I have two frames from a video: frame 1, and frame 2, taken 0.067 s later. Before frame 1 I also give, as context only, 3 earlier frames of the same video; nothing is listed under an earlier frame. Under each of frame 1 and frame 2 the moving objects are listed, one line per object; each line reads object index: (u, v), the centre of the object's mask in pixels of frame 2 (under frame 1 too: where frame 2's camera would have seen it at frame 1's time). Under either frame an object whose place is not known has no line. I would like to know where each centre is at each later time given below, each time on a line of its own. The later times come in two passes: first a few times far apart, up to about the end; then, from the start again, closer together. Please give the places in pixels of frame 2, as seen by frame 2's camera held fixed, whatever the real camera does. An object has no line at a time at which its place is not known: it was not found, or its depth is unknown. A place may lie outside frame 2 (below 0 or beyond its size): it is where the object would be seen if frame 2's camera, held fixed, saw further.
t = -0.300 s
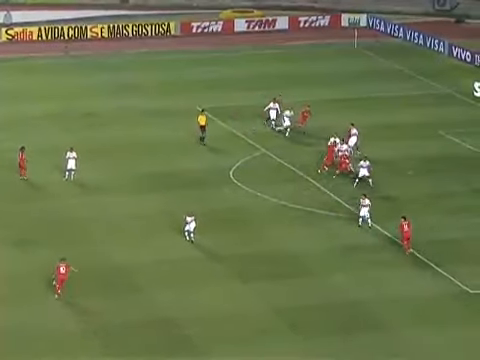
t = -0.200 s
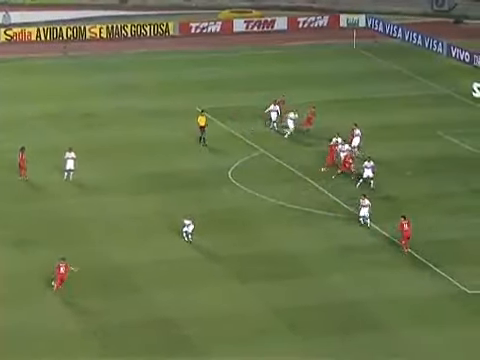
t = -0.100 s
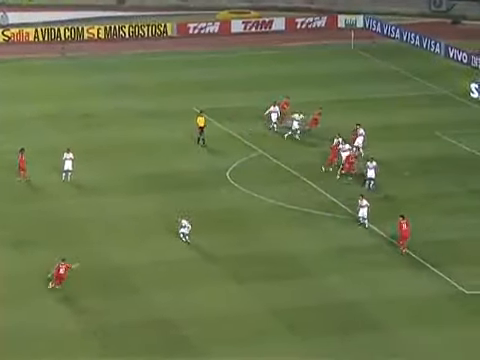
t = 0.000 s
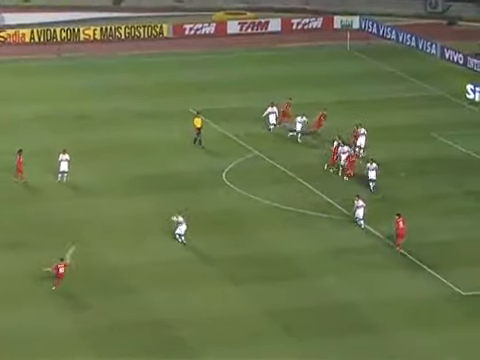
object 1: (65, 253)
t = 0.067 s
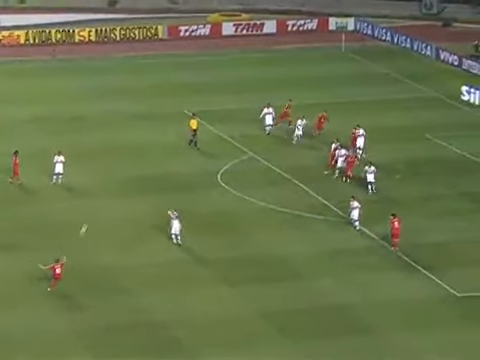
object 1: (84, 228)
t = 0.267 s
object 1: (138, 168)
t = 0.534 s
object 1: (205, 111)
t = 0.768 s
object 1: (261, 81)
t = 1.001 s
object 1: (316, 64)
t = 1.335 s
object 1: (391, 64)
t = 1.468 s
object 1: (418, 71)
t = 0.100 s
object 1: (93, 216)
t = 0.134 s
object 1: (102, 206)
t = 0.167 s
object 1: (111, 195)
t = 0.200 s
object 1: (119, 186)
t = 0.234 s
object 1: (128, 176)
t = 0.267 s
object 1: (138, 168)
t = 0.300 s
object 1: (146, 159)
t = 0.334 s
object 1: (154, 152)
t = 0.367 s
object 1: (162, 143)
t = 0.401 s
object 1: (171, 136)
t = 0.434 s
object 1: (179, 130)
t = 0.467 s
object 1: (188, 123)
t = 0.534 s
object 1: (205, 111)
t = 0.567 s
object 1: (213, 106)
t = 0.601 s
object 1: (221, 101)
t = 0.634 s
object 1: (229, 97)
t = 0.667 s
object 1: (238, 92)
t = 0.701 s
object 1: (245, 88)
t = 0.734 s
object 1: (253, 84)
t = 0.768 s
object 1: (261, 81)
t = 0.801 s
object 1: (270, 77)
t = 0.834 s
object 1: (277, 75)
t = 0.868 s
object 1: (285, 72)
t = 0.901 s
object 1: (293, 70)
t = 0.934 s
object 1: (301, 68)
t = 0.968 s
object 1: (309, 65)
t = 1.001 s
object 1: (316, 64)
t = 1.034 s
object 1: (324, 63)
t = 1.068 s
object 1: (331, 62)
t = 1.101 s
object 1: (340, 62)
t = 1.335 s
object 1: (391, 64)
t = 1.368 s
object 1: (398, 66)
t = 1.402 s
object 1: (404, 67)
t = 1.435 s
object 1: (412, 70)
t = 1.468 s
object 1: (418, 71)
